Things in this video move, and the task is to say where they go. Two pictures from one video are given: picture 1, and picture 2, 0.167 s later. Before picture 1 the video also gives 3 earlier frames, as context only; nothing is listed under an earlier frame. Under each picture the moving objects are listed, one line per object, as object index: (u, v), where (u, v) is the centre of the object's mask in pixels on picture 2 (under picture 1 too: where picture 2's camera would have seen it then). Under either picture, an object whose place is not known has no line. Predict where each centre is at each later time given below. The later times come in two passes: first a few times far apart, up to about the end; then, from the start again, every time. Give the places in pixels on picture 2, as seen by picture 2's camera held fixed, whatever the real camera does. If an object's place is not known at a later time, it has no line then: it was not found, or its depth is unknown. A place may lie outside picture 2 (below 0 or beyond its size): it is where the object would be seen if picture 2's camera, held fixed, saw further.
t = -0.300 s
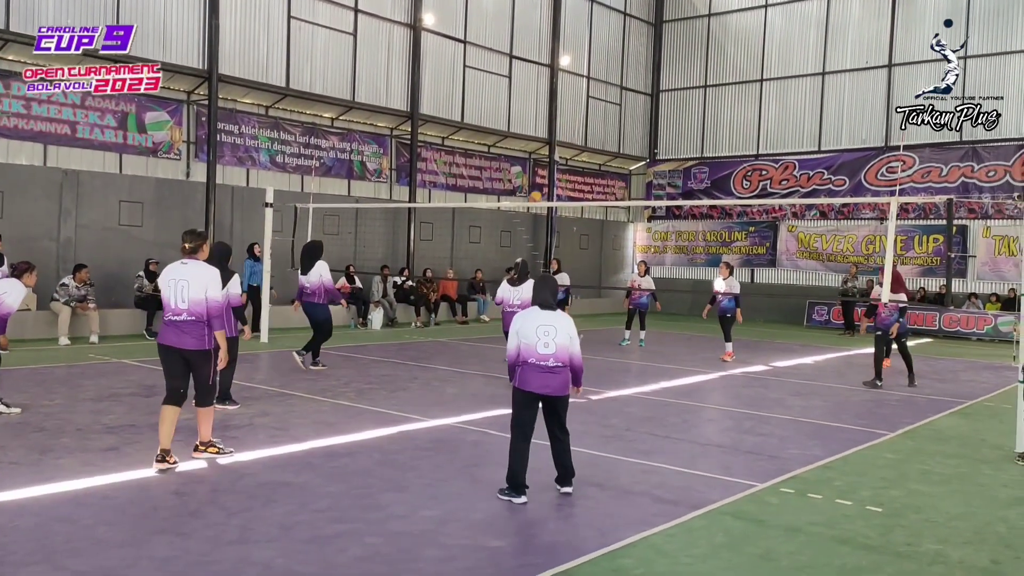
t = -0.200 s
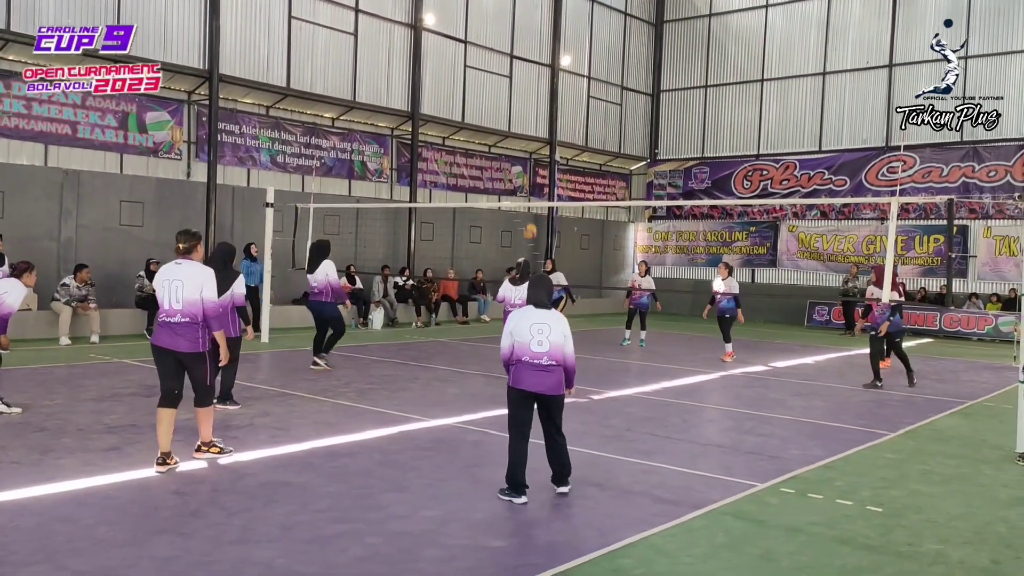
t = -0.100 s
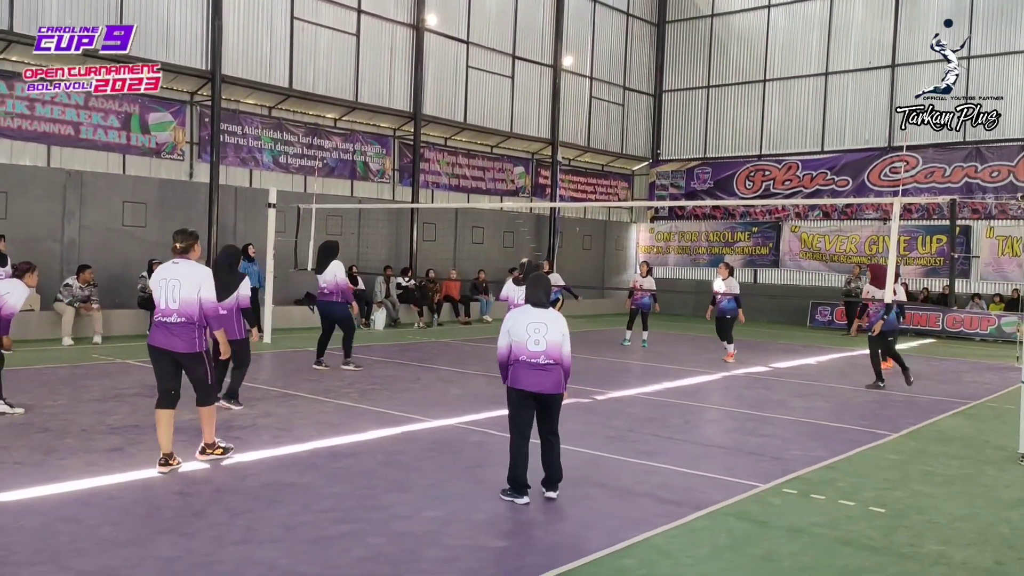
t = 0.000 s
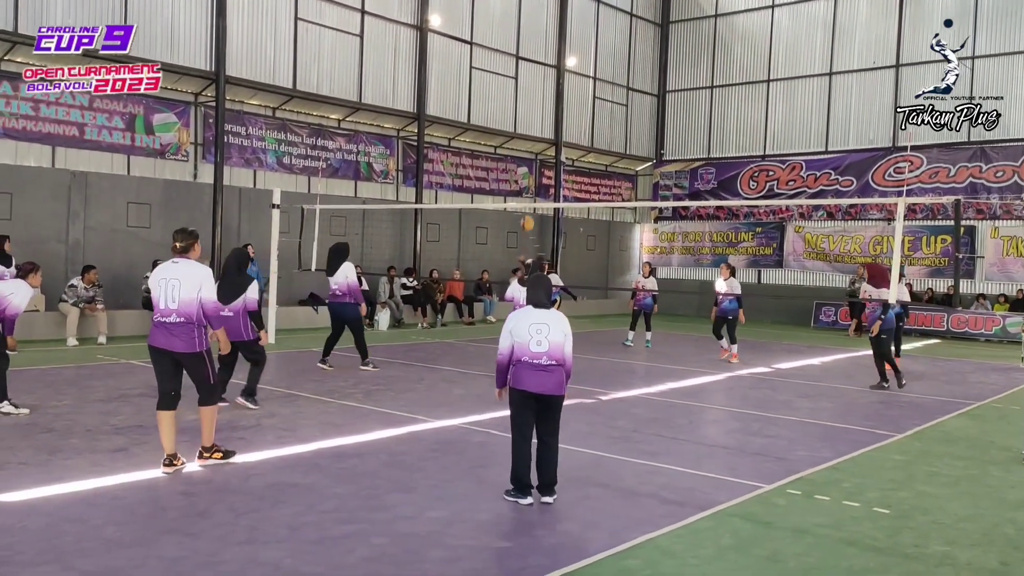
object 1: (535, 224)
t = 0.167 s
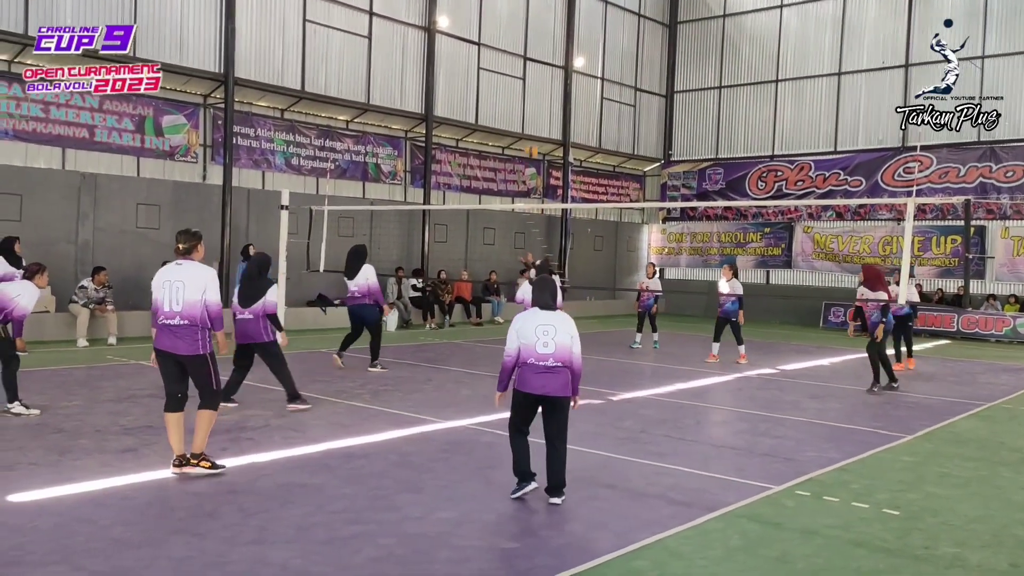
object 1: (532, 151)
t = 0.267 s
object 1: (528, 116)
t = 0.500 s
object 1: (522, 64)
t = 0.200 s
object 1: (530, 139)
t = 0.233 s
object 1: (529, 127)
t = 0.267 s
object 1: (528, 116)
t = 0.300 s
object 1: (527, 107)
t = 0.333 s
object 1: (526, 98)
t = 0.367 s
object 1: (525, 90)
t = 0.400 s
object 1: (524, 82)
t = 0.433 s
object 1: (524, 75)
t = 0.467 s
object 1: (523, 70)
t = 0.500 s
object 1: (522, 64)
